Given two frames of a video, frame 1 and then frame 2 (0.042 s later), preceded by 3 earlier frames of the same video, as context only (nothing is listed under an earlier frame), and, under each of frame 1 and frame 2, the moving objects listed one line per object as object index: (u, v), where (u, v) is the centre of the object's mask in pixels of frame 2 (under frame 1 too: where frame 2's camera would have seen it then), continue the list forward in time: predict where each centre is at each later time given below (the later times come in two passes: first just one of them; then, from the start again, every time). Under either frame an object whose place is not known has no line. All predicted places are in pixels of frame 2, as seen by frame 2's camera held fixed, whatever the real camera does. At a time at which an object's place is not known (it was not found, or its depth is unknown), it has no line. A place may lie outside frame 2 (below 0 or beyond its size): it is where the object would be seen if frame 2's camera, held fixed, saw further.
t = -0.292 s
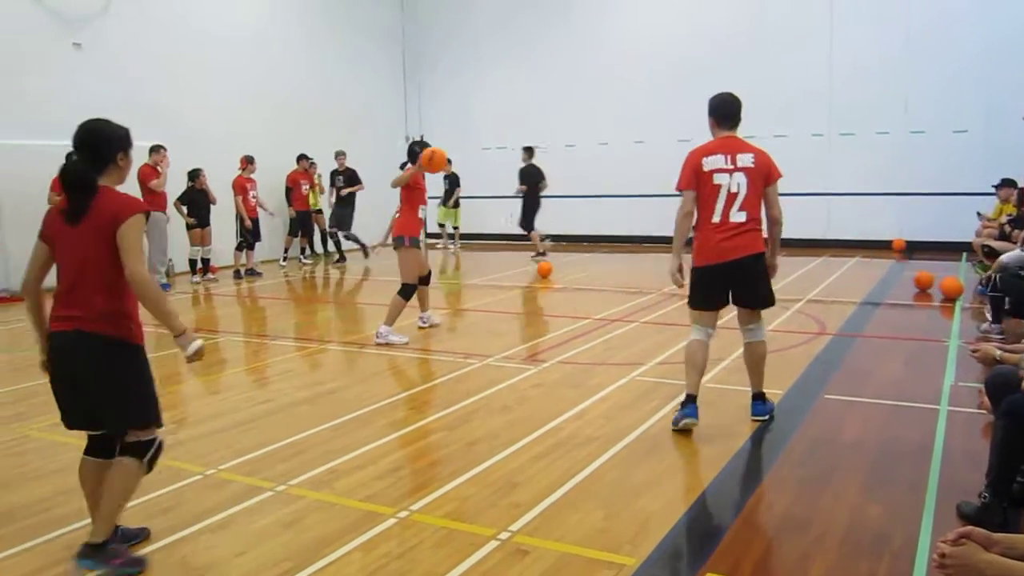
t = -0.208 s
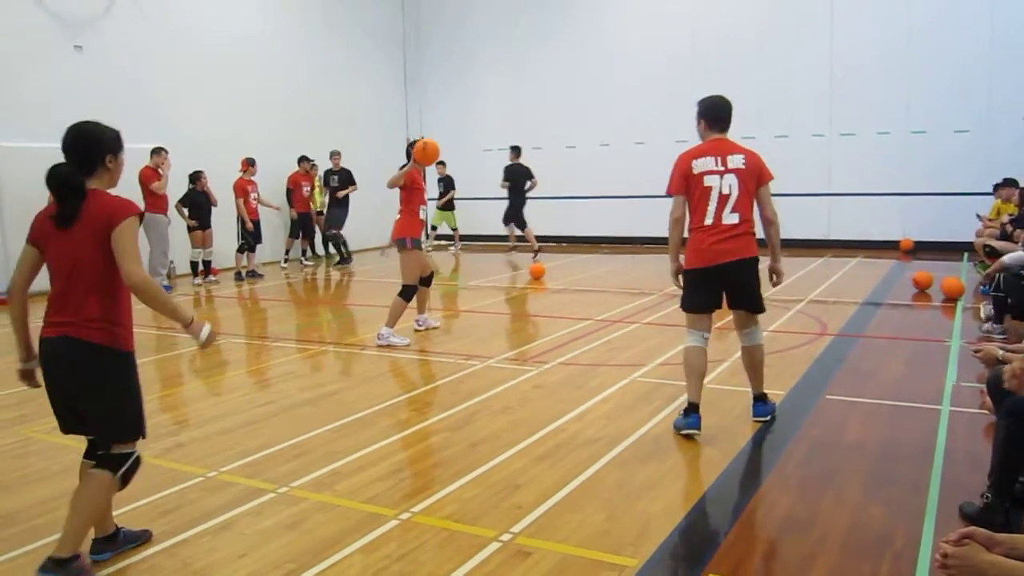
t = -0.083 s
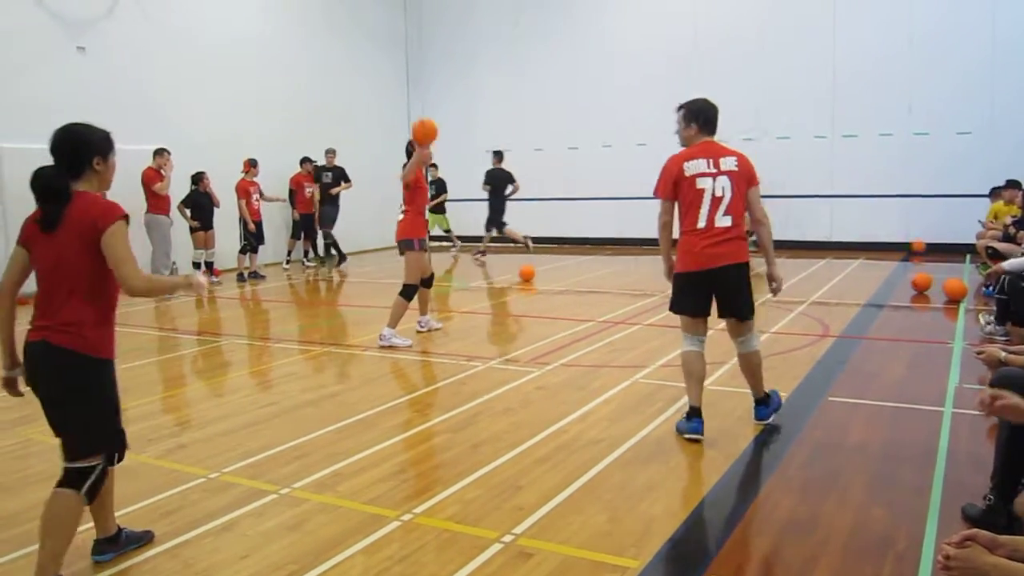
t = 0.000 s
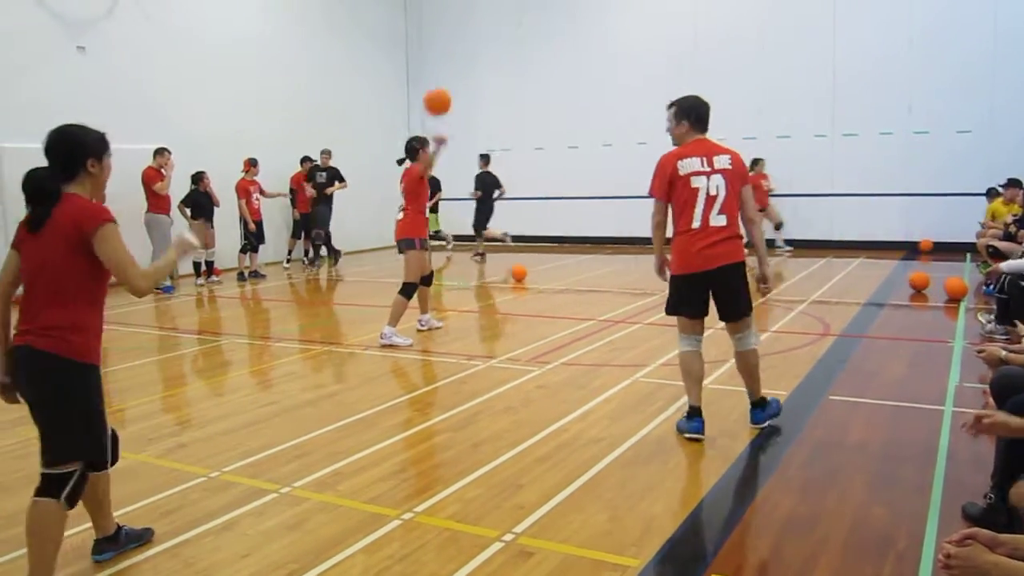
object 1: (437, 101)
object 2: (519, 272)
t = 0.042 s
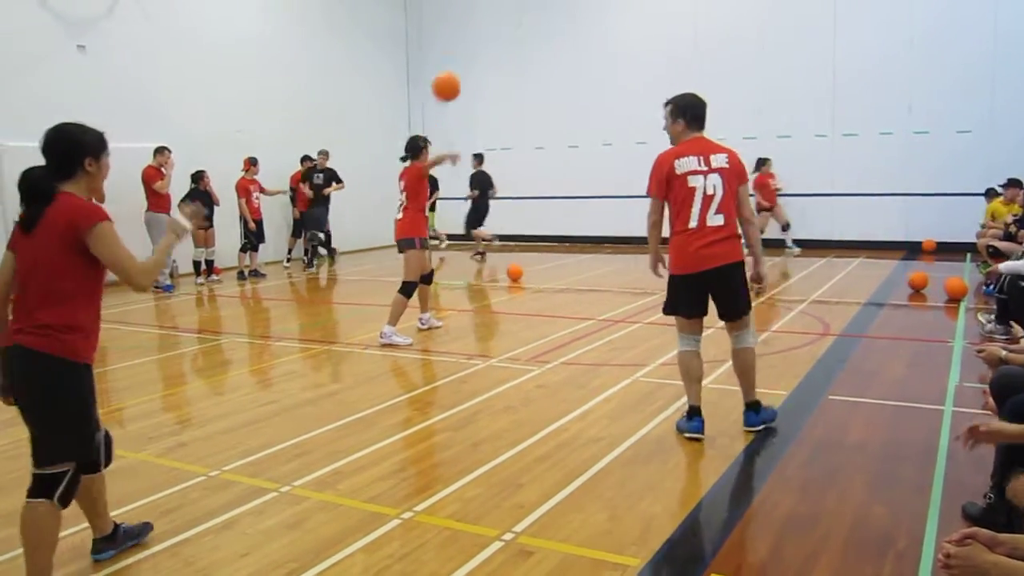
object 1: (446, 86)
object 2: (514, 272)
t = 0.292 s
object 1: (512, 45)
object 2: (489, 275)
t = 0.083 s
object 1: (455, 74)
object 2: (510, 273)
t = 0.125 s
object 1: (465, 65)
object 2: (506, 273)
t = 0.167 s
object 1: (476, 56)
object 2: (502, 273)
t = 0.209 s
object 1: (487, 50)
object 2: (498, 274)
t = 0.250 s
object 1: (499, 46)
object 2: (494, 274)
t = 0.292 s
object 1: (512, 45)
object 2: (489, 275)
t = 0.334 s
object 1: (527, 48)
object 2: (485, 274)
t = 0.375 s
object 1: (541, 53)
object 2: (480, 274)
